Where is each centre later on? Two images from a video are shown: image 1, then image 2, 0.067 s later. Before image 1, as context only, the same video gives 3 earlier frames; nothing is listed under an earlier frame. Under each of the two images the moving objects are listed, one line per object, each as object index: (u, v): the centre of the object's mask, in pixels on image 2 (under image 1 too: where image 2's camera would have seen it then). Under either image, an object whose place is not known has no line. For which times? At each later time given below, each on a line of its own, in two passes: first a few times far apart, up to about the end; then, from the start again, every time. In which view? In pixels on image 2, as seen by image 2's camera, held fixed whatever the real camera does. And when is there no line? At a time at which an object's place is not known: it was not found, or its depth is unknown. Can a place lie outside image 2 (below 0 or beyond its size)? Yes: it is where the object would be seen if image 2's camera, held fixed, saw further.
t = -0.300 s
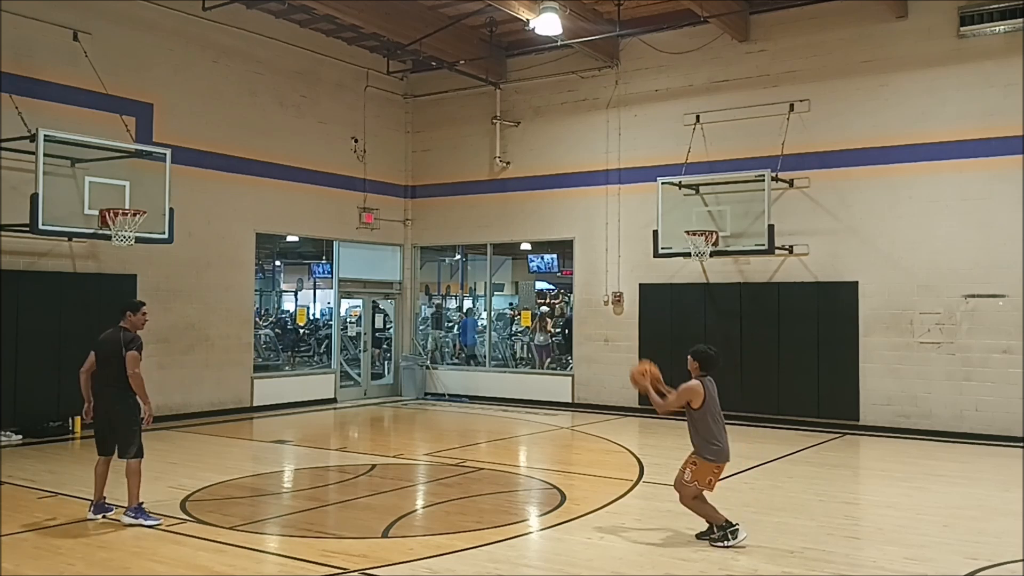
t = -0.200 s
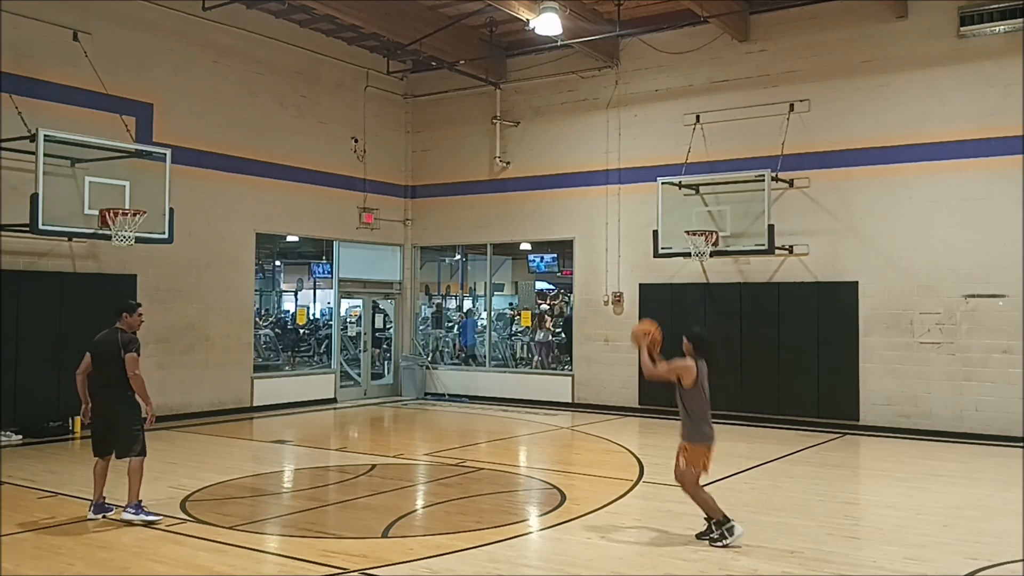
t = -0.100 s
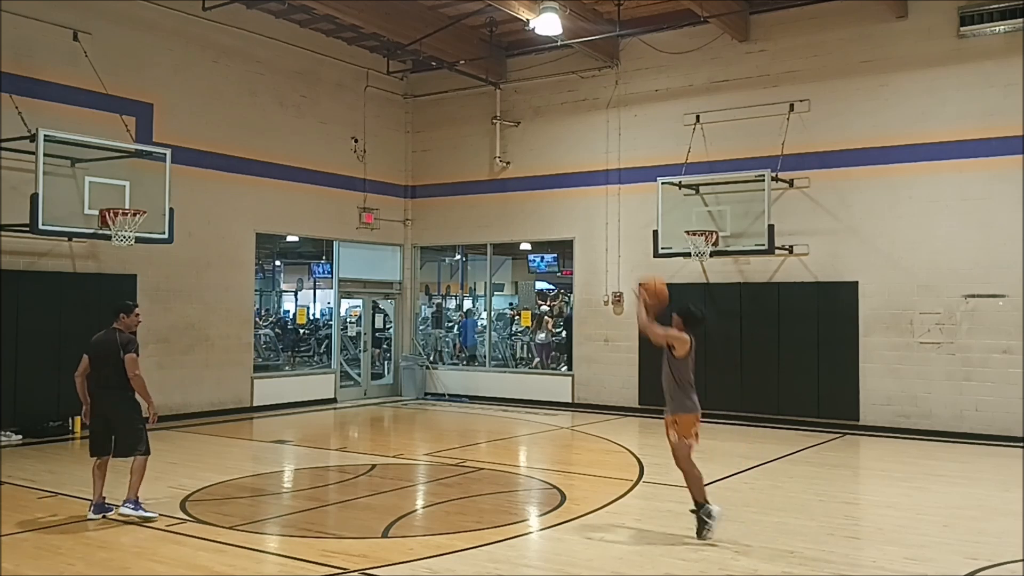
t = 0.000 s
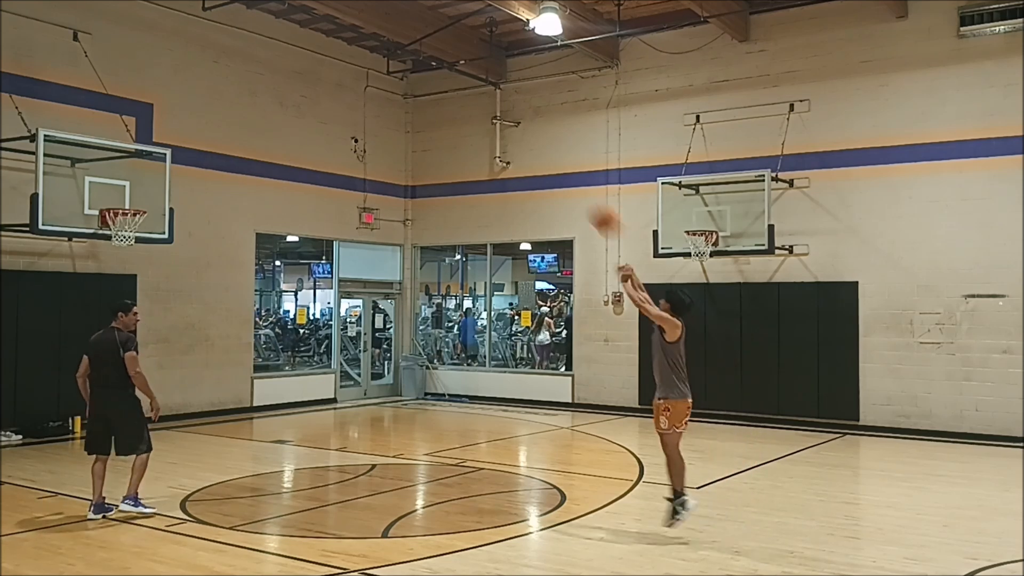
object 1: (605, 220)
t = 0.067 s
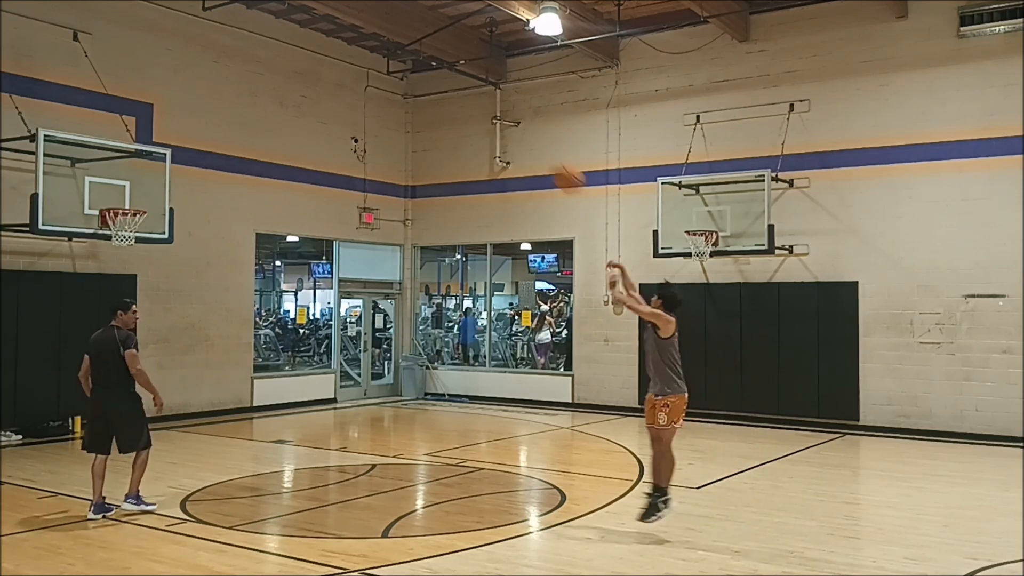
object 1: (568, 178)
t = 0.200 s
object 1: (498, 109)
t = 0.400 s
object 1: (401, 55)
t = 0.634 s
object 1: (304, 42)
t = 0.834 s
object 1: (235, 72)
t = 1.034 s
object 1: (174, 131)
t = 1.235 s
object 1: (122, 216)
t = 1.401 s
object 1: (135, 250)
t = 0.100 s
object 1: (547, 158)
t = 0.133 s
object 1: (530, 139)
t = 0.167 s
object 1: (515, 123)
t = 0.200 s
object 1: (498, 109)
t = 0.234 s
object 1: (480, 97)
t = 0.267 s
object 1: (463, 84)
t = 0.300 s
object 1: (447, 76)
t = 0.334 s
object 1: (431, 67)
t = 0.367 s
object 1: (415, 60)
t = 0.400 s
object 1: (401, 55)
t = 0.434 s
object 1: (386, 49)
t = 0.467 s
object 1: (372, 45)
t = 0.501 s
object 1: (359, 43)
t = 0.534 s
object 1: (345, 40)
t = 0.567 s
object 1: (331, 39)
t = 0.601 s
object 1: (317, 40)
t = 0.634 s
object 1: (304, 42)
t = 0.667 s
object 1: (292, 45)
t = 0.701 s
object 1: (281, 48)
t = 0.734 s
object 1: (268, 53)
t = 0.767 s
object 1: (258, 58)
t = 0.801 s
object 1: (246, 65)
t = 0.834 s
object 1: (235, 72)
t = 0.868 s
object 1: (224, 80)
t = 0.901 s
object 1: (213, 89)
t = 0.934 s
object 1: (203, 98)
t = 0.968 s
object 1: (193, 109)
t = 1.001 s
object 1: (183, 119)
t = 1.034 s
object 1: (174, 131)
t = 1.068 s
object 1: (164, 143)
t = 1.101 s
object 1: (152, 159)
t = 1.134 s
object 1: (142, 172)
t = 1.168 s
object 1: (134, 187)
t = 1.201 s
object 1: (124, 201)
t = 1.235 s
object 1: (122, 216)
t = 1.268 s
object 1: (124, 223)
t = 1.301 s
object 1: (128, 241)
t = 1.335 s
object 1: (129, 245)
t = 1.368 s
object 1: (132, 247)
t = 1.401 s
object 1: (135, 250)
